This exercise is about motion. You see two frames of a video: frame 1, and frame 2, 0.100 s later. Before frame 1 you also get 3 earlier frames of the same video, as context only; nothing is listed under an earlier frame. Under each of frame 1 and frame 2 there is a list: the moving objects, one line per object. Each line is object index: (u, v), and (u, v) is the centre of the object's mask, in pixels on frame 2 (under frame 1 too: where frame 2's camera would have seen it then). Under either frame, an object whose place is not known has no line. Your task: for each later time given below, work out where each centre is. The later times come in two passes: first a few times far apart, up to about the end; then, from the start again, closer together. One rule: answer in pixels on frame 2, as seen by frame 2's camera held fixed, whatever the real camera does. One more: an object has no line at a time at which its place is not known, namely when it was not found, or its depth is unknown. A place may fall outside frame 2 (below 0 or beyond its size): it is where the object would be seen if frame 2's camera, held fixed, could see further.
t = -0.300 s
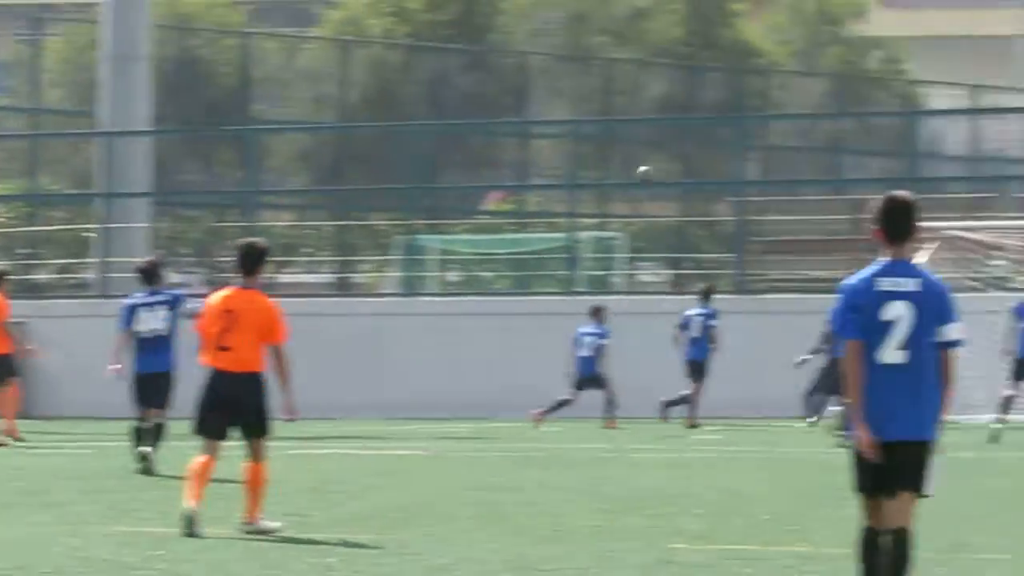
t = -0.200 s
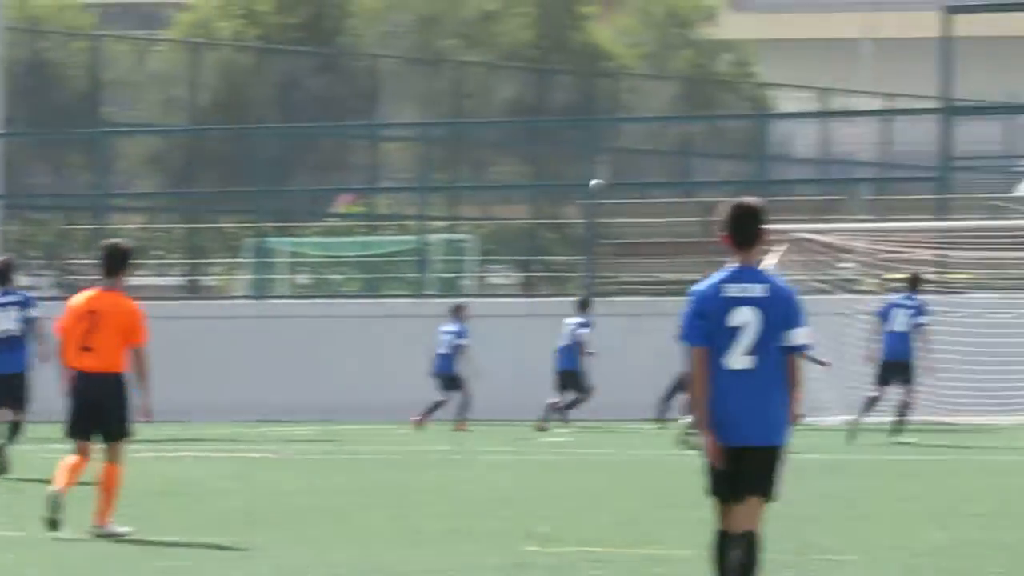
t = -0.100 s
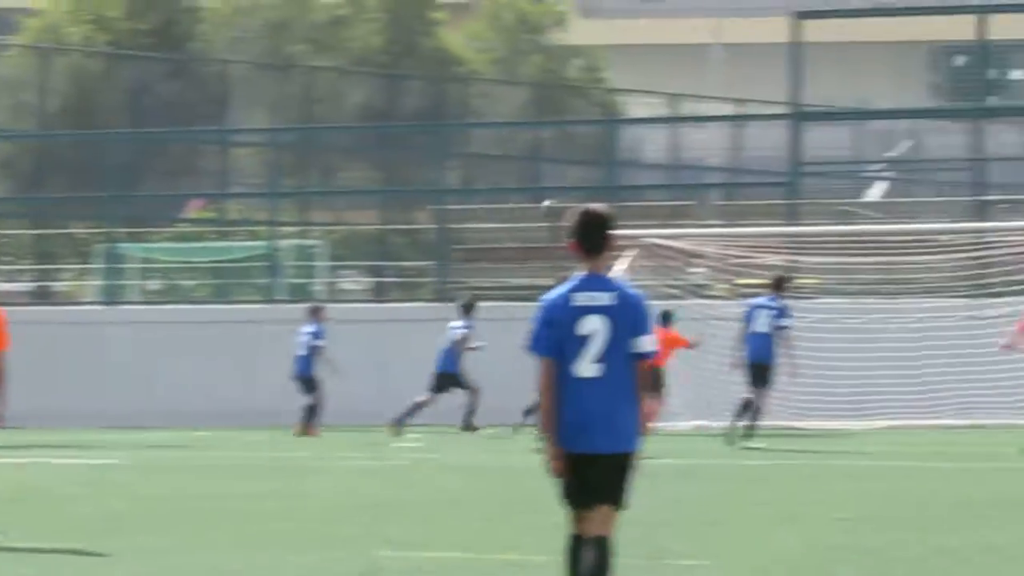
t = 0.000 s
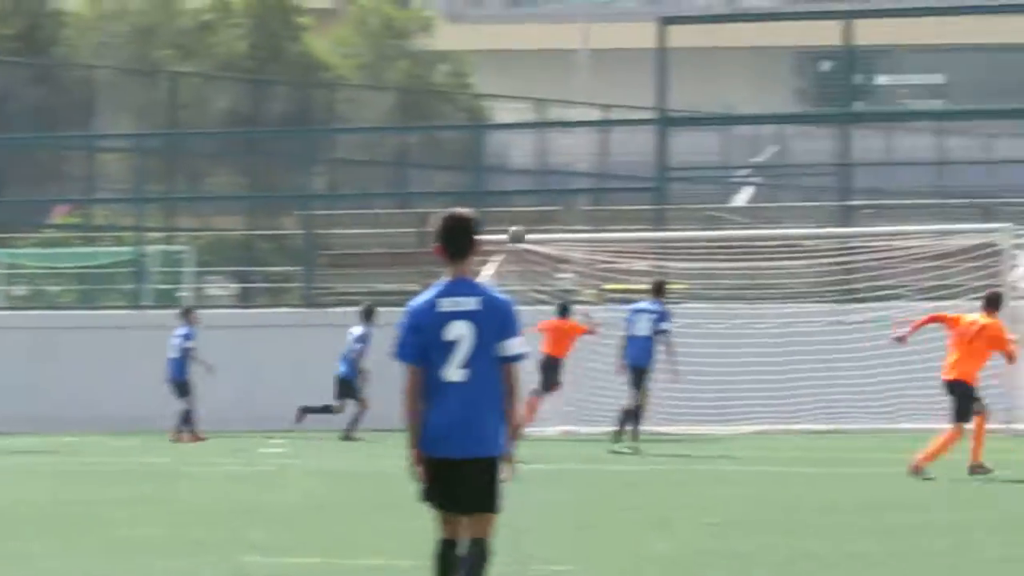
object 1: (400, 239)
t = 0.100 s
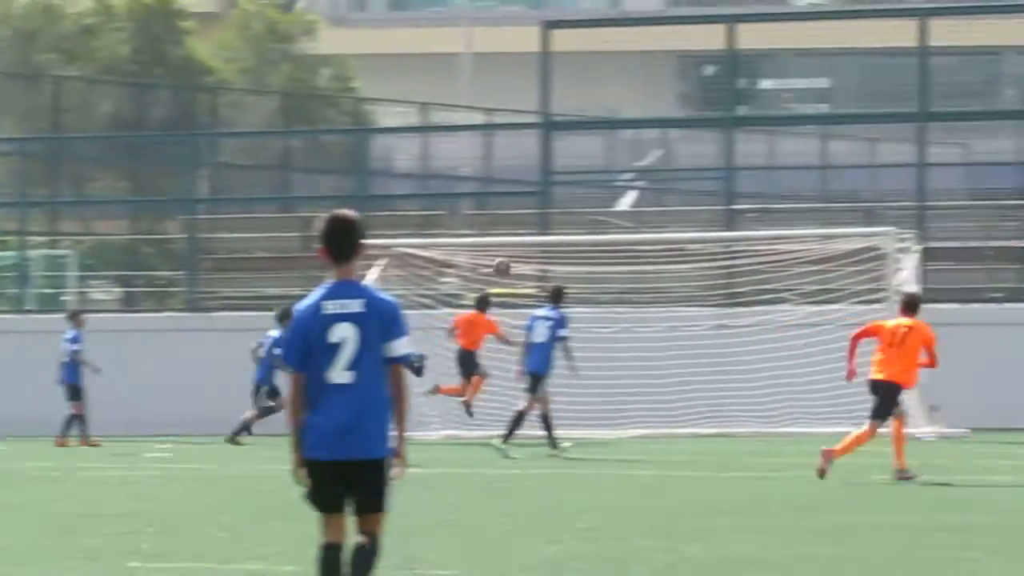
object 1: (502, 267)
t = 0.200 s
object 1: (601, 299)
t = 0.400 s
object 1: (802, 382)
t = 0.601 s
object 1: (963, 406)
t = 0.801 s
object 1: (1068, 359)
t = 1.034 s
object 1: (1196, 351)
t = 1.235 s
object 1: (1308, 385)
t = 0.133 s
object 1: (535, 276)
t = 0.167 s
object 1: (567, 284)
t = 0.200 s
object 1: (601, 299)
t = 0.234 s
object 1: (635, 310)
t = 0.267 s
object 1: (669, 324)
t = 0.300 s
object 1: (703, 337)
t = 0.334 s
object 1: (736, 353)
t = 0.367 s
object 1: (769, 366)
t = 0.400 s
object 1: (802, 382)
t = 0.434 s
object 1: (839, 401)
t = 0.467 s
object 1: (874, 420)
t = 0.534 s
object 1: (929, 428)
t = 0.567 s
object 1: (946, 416)
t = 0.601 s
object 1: (963, 406)
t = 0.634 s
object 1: (981, 395)
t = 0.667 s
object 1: (998, 386)
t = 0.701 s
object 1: (1015, 378)
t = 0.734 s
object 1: (1033, 370)
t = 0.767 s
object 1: (1050, 364)
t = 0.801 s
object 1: (1068, 359)
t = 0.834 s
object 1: (1086, 354)
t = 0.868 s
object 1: (1104, 351)
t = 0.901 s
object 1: (1122, 348)
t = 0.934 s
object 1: (1140, 347)
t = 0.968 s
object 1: (1159, 348)
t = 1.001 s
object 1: (1177, 349)
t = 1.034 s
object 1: (1196, 351)
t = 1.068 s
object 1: (1214, 354)
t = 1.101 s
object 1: (1233, 357)
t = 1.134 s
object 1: (1251, 362)
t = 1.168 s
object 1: (1270, 369)
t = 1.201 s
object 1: (1289, 376)
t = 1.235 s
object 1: (1308, 385)
